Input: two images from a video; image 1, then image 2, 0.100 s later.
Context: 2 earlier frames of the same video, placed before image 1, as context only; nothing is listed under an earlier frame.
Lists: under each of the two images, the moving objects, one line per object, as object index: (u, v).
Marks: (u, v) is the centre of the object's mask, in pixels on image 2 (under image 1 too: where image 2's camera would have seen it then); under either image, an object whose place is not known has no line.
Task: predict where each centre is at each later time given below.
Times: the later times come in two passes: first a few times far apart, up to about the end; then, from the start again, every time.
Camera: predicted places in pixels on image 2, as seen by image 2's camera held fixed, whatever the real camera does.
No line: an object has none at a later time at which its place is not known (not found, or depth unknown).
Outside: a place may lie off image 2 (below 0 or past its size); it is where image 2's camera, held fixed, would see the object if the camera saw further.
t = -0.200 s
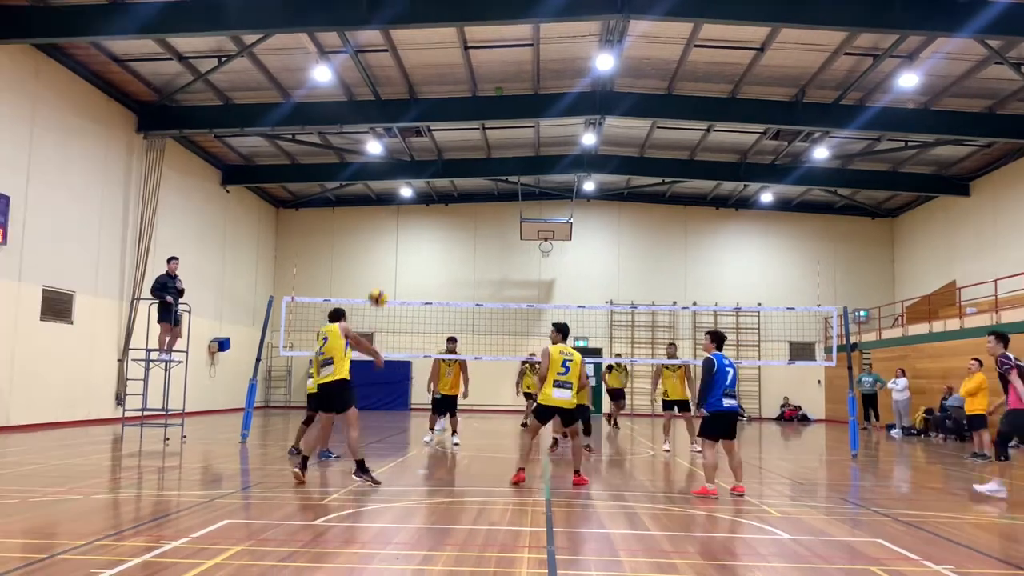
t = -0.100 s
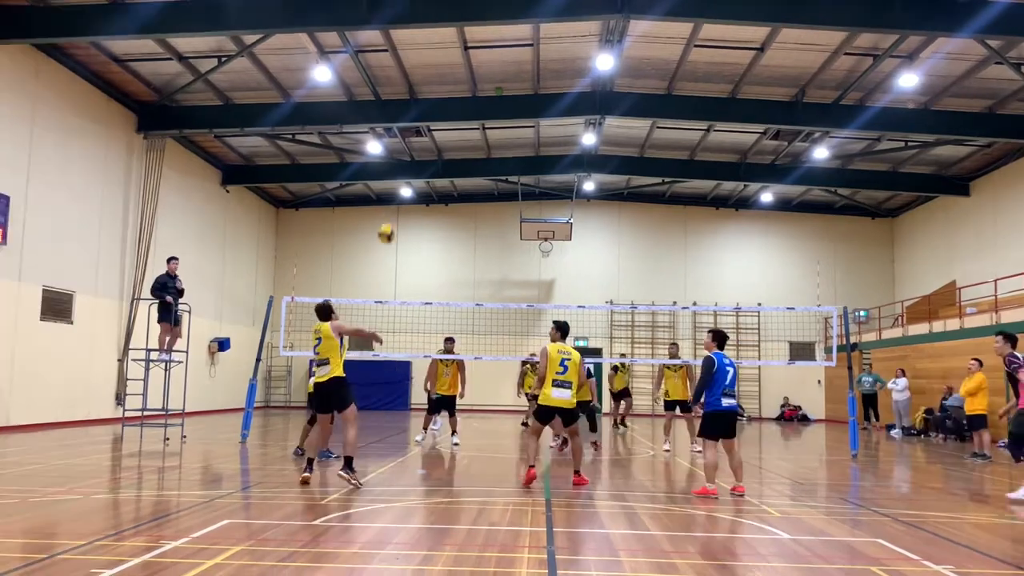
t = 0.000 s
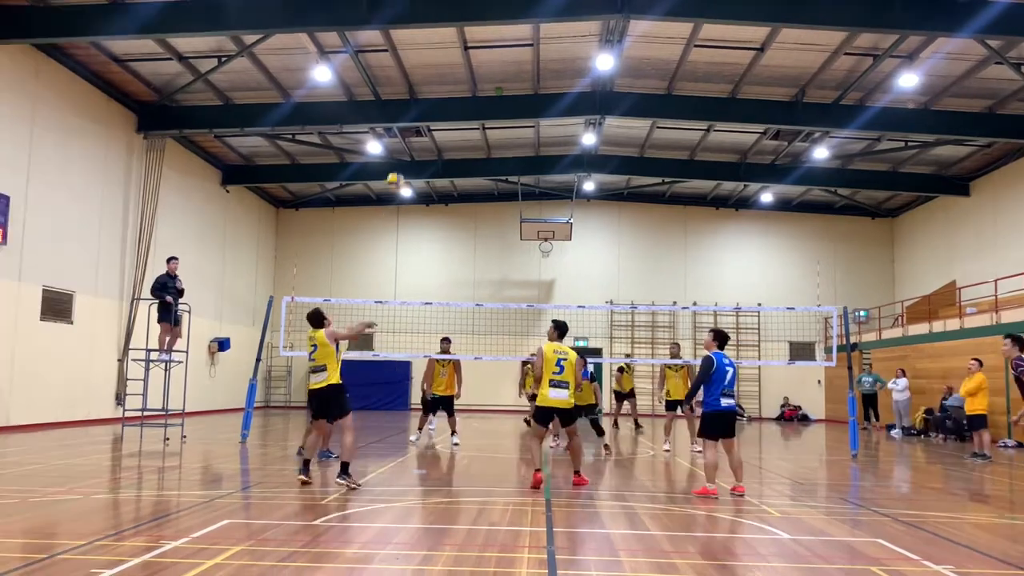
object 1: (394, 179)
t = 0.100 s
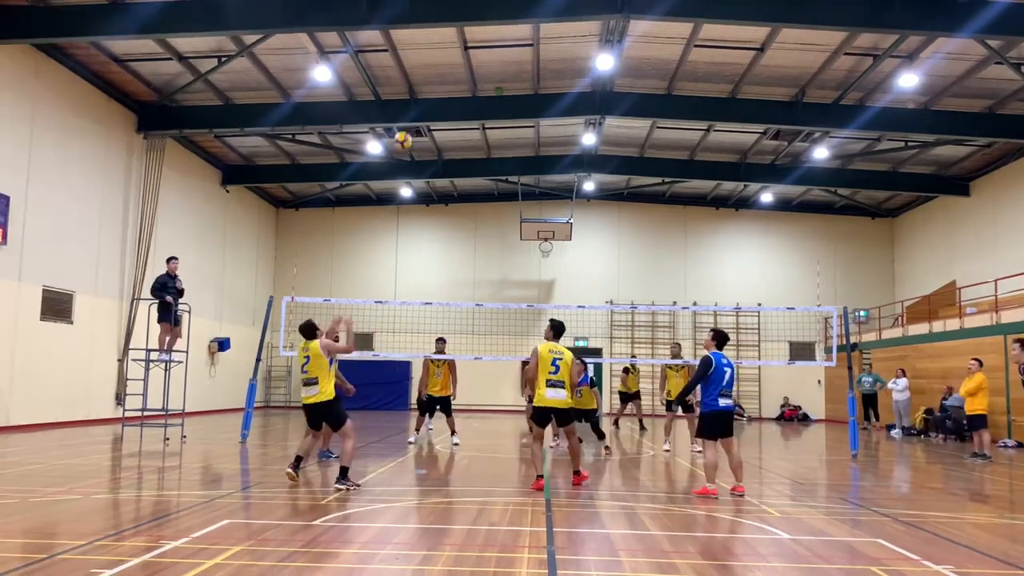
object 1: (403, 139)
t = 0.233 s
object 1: (411, 100)
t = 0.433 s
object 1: (422, 68)
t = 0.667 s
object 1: (433, 69)
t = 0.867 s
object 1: (441, 99)
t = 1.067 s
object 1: (448, 154)
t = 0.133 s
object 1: (405, 129)
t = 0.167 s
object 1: (407, 119)
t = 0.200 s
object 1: (409, 109)
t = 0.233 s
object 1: (411, 100)
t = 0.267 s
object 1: (413, 93)
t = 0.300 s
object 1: (415, 87)
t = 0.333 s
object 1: (417, 81)
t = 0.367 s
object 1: (418, 76)
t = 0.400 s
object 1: (421, 71)
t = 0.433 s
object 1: (422, 68)
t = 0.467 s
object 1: (424, 66)
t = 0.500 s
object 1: (426, 64)
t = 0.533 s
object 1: (427, 64)
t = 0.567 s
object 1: (429, 64)
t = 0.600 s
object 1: (431, 64)
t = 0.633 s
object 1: (432, 66)
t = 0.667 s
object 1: (433, 69)
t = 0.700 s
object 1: (435, 72)
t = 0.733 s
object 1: (436, 76)
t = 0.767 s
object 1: (437, 81)
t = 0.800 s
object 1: (439, 86)
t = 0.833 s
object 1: (440, 92)
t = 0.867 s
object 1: (441, 99)
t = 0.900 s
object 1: (443, 106)
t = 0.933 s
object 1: (444, 114)
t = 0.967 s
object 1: (445, 123)
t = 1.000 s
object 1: (446, 133)
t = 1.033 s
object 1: (447, 144)
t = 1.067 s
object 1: (448, 154)
